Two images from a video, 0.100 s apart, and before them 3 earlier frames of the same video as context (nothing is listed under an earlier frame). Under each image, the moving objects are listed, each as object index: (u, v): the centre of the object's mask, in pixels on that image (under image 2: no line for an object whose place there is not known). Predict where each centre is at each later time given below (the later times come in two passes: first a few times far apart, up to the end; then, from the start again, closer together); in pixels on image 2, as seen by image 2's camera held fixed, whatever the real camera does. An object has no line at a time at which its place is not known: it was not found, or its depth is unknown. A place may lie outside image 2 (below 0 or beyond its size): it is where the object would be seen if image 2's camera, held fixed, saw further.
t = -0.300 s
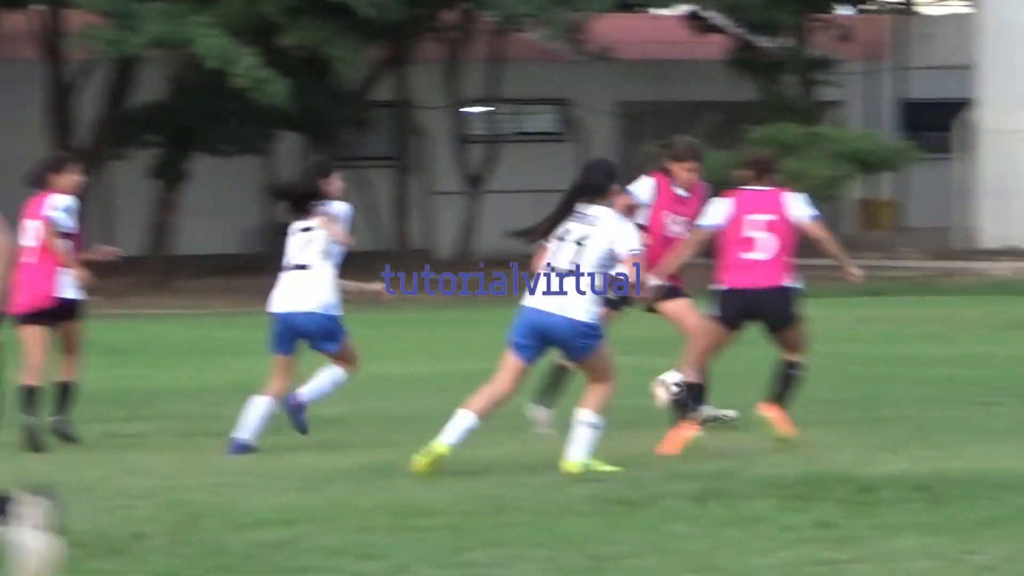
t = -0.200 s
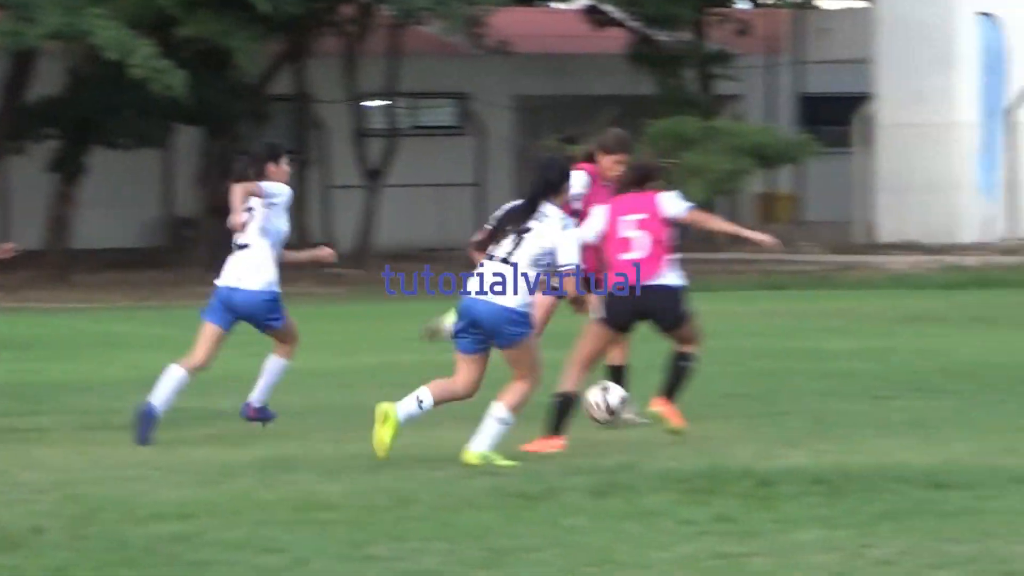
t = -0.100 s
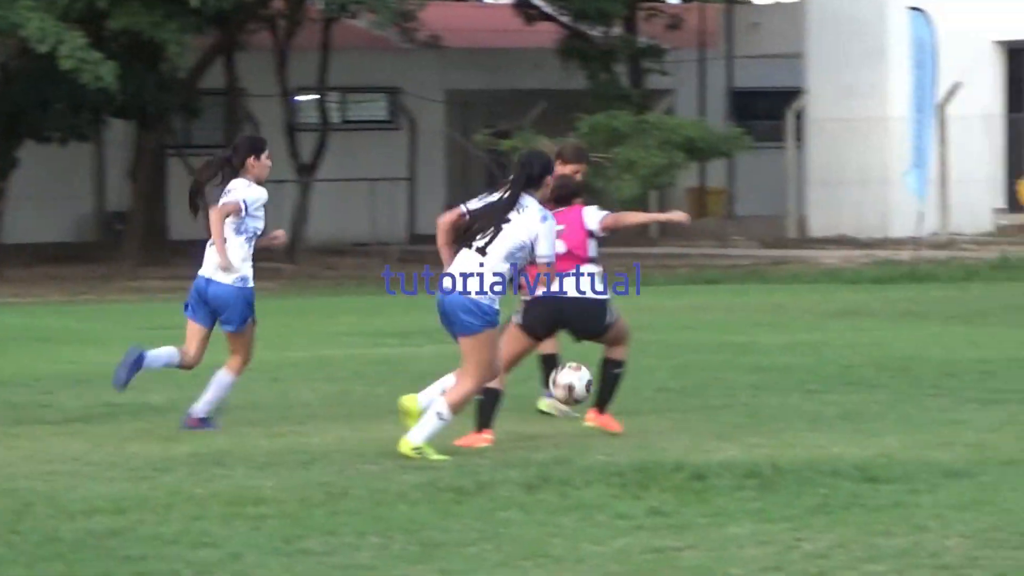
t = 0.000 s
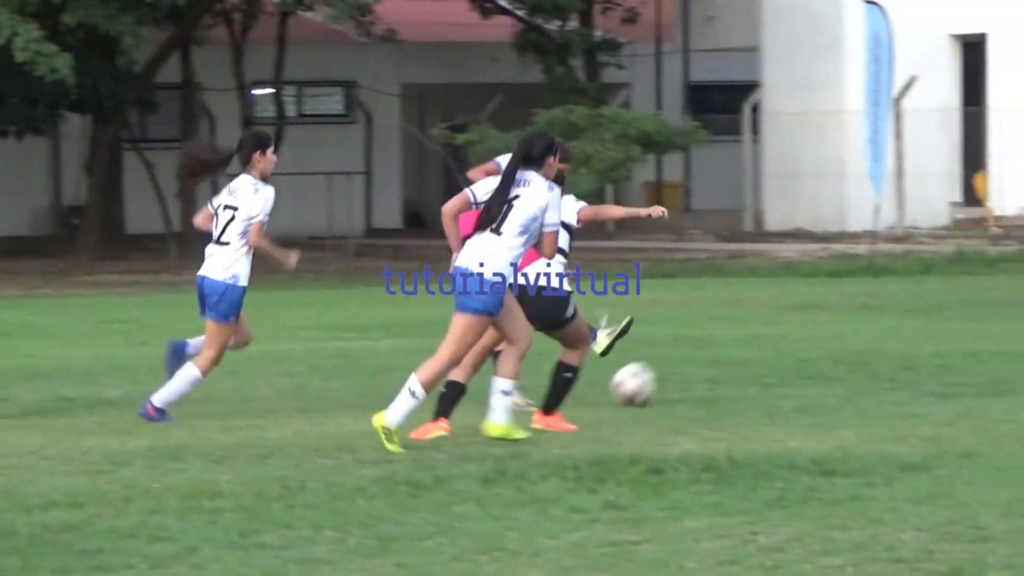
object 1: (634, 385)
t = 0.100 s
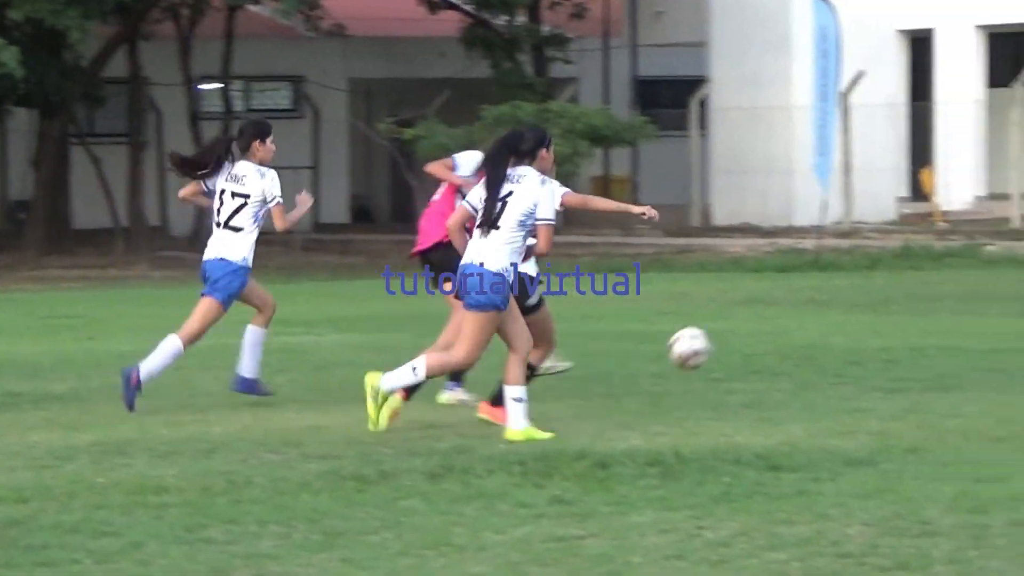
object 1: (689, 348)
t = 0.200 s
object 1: (793, 338)
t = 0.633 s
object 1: (1178, 349)
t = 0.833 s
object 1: (1338, 334)
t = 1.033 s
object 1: (1496, 311)
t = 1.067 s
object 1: (1523, 309)
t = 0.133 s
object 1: (725, 342)
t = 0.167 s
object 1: (759, 339)
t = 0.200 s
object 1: (793, 338)
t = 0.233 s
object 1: (826, 338)
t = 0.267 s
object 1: (859, 340)
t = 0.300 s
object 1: (891, 345)
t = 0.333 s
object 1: (924, 350)
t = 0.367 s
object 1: (955, 359)
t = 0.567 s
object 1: (1126, 342)
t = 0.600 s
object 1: (1151, 344)
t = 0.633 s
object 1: (1178, 349)
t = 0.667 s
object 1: (1205, 346)
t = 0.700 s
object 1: (1231, 340)
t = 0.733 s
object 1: (1256, 336)
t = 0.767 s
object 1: (1283, 332)
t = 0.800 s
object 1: (1310, 332)
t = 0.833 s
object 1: (1338, 334)
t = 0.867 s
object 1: (1365, 335)
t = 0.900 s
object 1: (1392, 338)
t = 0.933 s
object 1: (1419, 331)
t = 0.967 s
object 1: (1445, 322)
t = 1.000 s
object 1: (1471, 316)
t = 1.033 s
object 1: (1496, 311)
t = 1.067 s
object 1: (1523, 309)
